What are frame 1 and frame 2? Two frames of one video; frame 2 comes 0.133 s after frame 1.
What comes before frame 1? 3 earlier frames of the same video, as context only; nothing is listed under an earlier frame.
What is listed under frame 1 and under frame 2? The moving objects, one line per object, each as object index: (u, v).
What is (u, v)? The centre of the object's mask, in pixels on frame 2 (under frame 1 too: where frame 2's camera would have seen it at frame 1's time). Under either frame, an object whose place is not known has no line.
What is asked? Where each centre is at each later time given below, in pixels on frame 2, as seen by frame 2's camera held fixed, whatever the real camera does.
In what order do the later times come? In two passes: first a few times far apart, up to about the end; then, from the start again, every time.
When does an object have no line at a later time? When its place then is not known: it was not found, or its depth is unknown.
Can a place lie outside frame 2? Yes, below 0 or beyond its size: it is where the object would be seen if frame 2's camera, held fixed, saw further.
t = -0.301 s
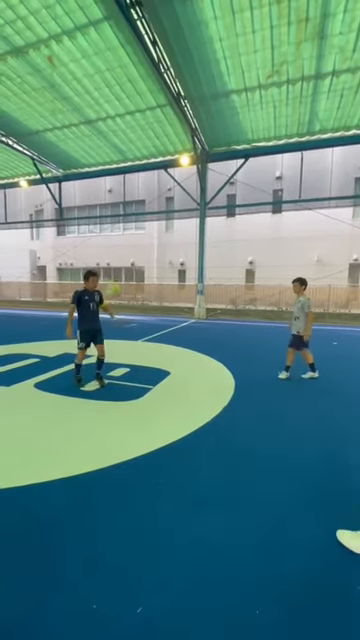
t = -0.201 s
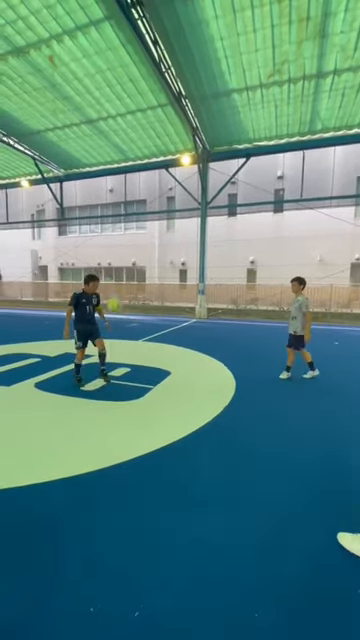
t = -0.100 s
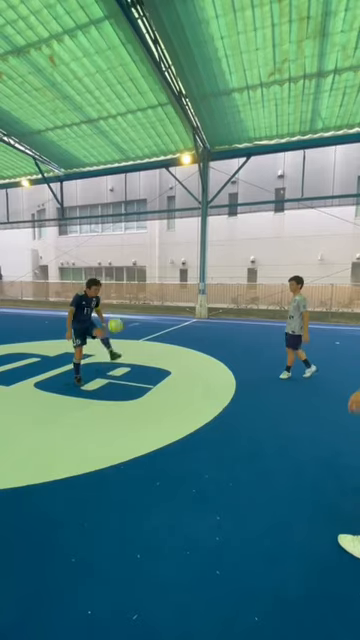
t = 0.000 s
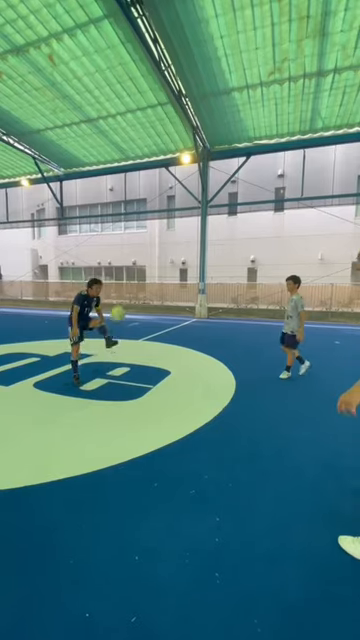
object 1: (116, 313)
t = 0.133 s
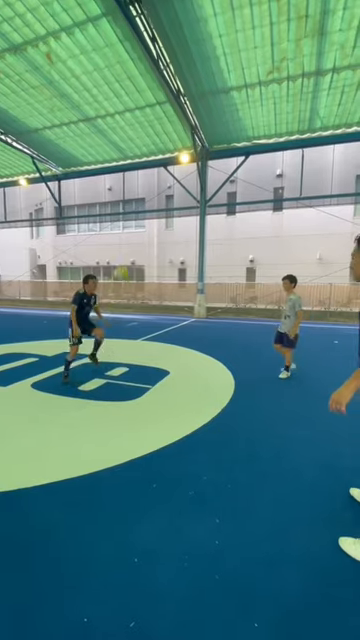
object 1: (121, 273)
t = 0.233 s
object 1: (125, 252)
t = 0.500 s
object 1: (137, 231)
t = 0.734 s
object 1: (147, 253)
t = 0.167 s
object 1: (122, 265)
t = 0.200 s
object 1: (123, 259)
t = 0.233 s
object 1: (125, 252)
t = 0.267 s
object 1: (127, 247)
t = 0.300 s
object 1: (128, 242)
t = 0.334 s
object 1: (129, 238)
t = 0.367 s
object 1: (131, 235)
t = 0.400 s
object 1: (132, 233)
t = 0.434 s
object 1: (134, 232)
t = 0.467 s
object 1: (136, 231)
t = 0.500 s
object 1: (137, 231)
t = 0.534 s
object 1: (139, 233)
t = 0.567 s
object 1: (140, 234)
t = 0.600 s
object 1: (142, 237)
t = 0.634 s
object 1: (143, 240)
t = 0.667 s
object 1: (144, 244)
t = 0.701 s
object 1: (146, 248)
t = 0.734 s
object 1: (147, 253)
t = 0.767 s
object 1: (148, 259)
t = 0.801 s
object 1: (150, 265)
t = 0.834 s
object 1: (151, 271)
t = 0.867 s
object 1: (152, 279)
